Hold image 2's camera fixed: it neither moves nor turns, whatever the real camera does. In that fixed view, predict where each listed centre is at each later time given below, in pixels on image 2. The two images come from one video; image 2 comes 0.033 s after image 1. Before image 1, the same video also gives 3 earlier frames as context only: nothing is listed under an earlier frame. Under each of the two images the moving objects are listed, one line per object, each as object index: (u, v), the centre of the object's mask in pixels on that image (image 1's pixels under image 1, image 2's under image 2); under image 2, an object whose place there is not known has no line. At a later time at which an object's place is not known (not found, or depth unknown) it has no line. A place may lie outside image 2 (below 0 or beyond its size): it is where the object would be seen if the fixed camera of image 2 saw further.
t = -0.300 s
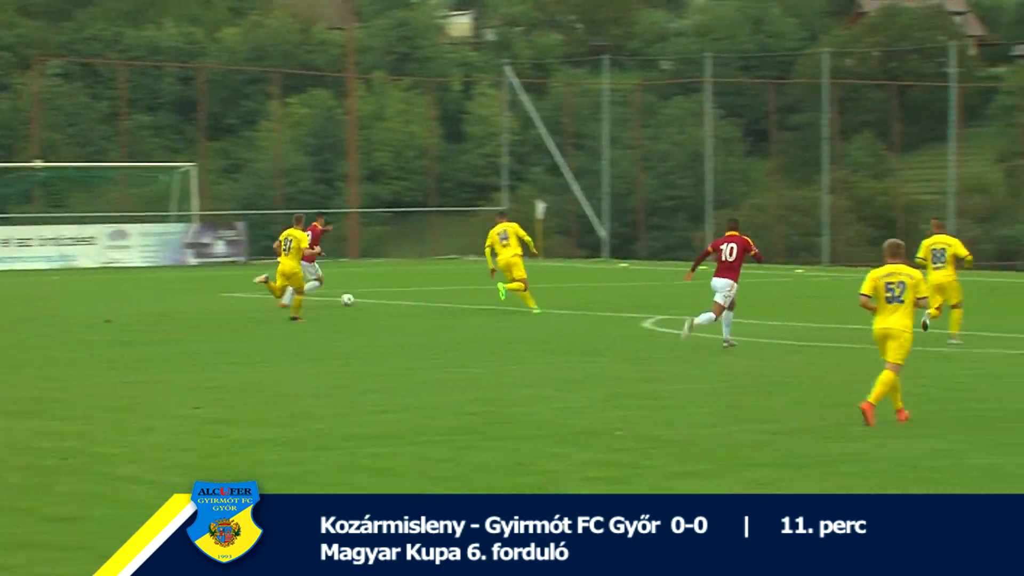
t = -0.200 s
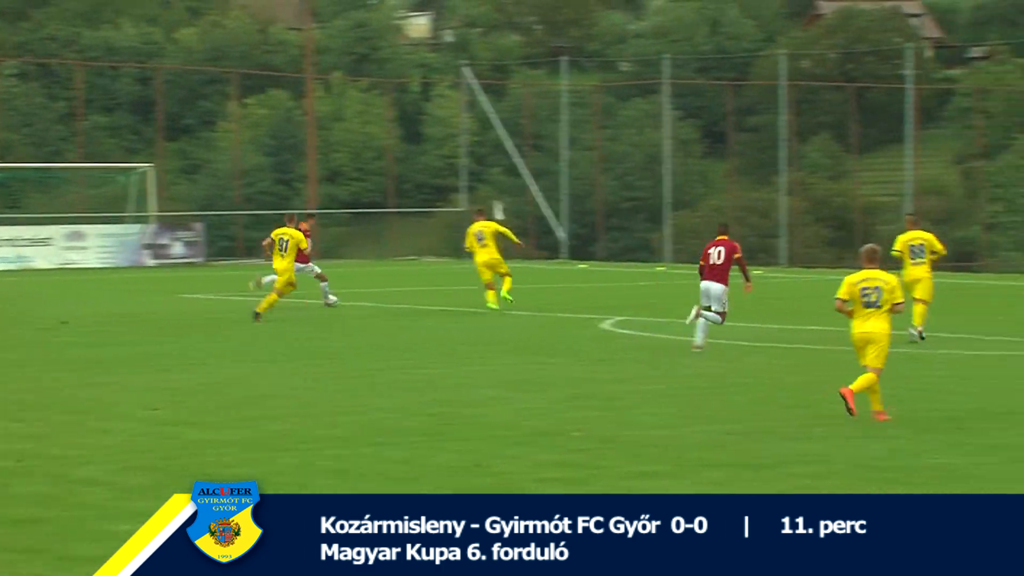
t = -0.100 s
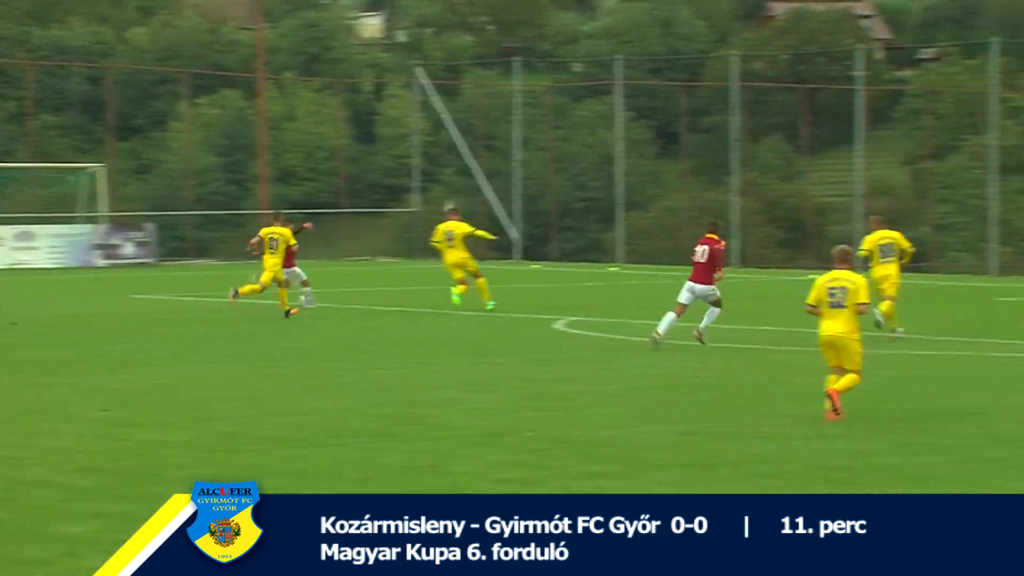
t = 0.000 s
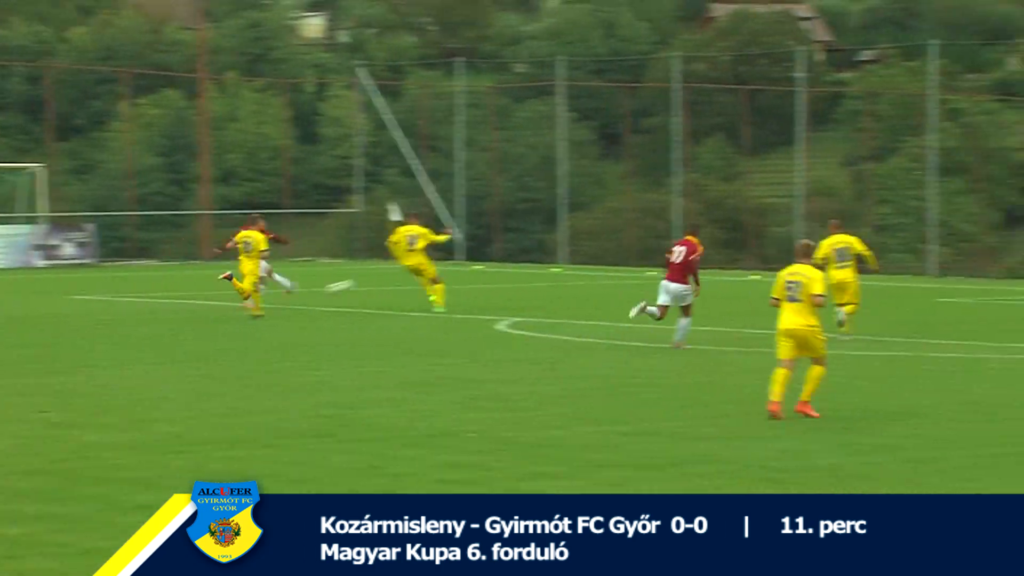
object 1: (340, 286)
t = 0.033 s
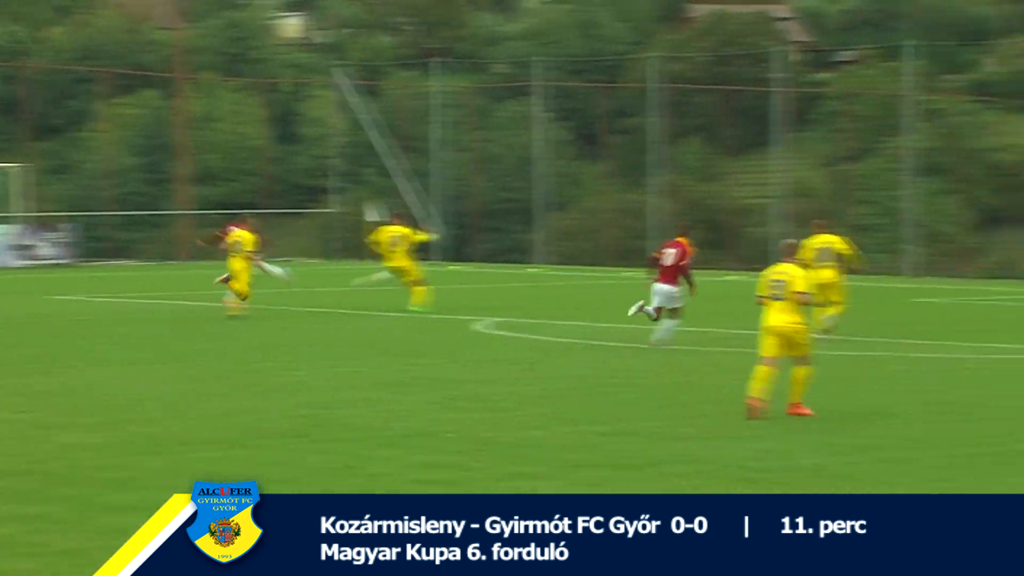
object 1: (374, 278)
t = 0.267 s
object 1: (745, 220)
